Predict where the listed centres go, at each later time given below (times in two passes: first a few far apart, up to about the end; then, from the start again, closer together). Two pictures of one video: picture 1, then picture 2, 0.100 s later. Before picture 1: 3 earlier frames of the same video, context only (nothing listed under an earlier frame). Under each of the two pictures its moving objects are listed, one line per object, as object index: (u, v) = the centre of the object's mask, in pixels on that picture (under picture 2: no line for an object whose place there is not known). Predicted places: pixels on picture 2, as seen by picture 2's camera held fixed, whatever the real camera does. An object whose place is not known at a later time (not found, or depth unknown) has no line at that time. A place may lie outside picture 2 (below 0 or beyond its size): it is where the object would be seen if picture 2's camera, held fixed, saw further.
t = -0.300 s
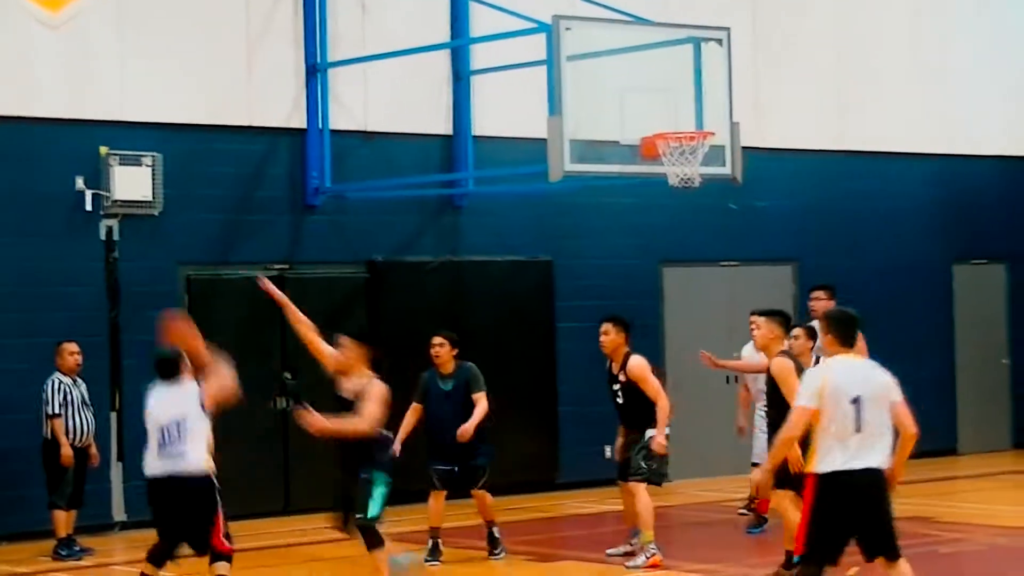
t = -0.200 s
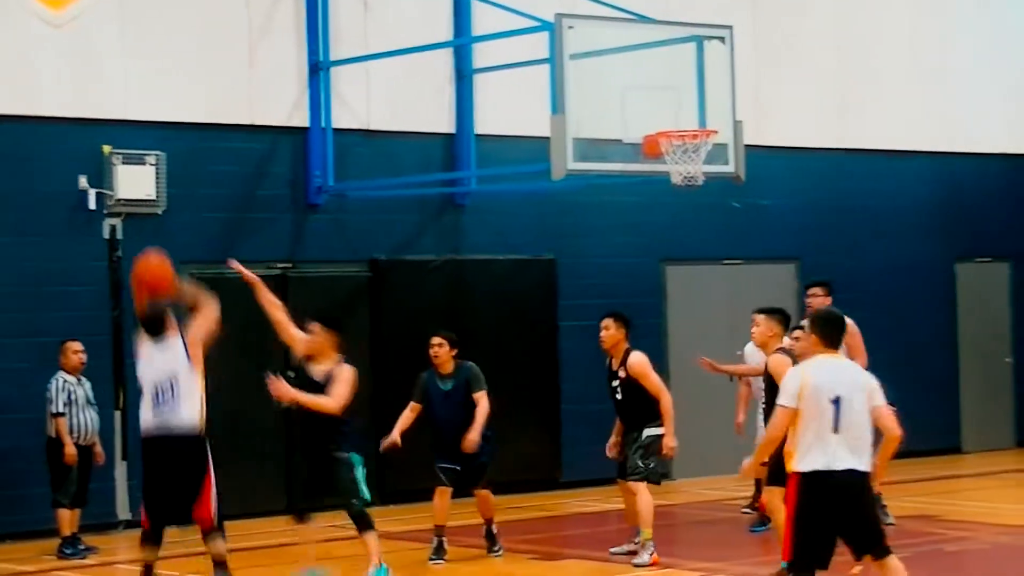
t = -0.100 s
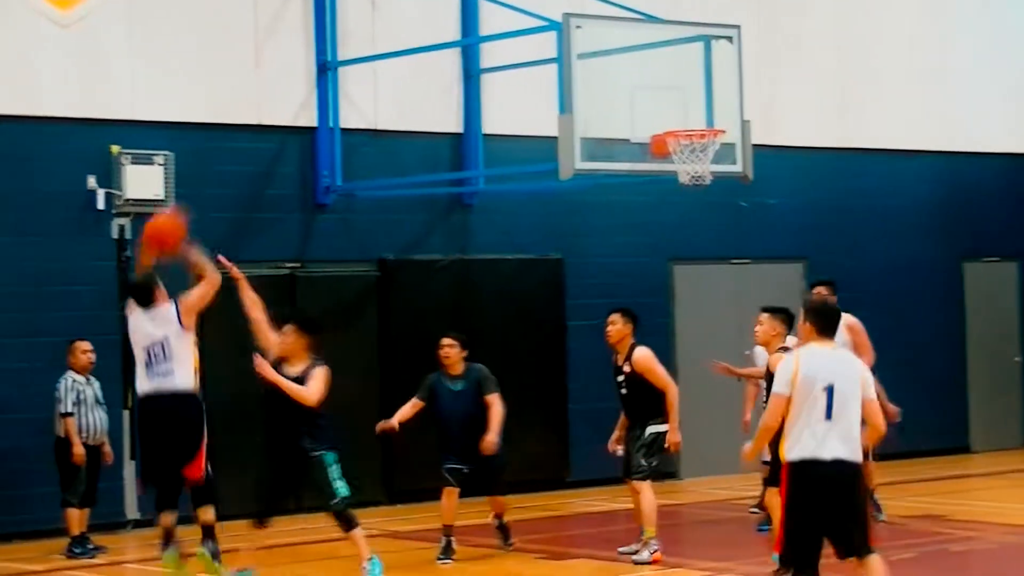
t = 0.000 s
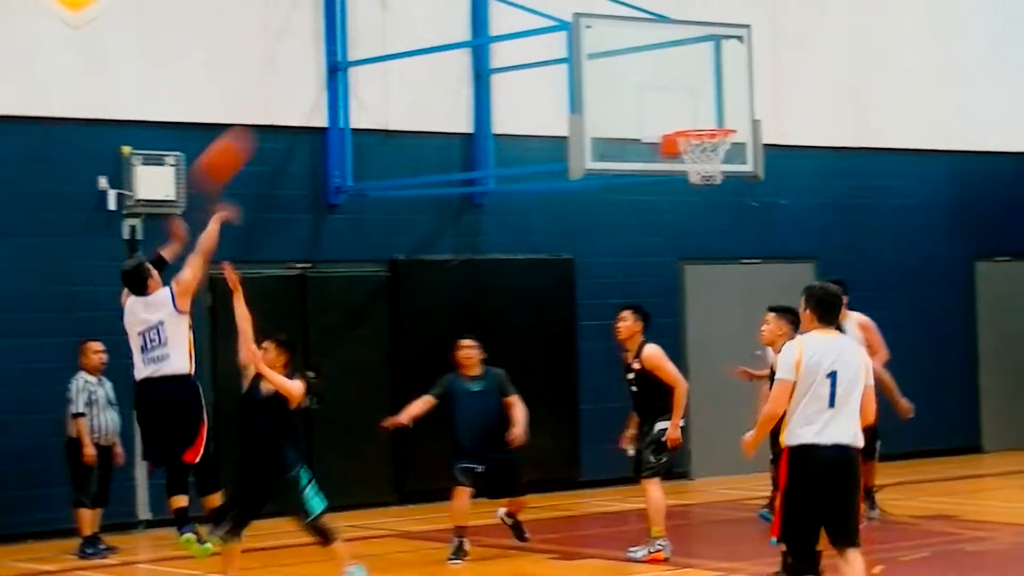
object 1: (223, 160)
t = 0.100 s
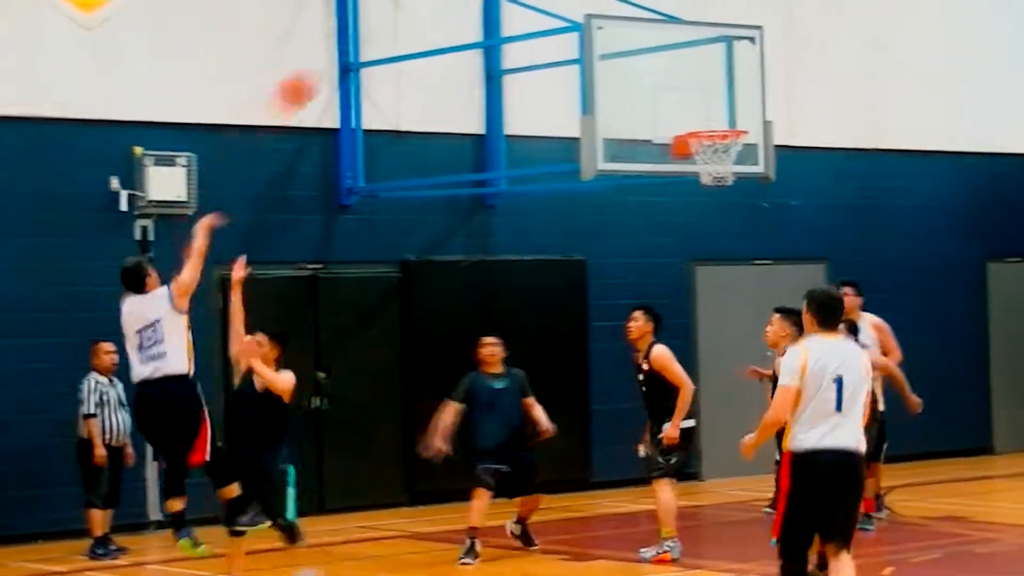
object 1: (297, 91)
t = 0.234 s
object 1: (375, 27)
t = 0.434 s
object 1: (481, -17)
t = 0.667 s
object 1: (591, 7)
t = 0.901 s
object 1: (690, 99)
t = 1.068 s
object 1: (749, 76)
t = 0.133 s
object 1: (317, 72)
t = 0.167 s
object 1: (336, 55)
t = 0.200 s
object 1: (354, 40)
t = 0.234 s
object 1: (375, 27)
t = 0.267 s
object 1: (394, 14)
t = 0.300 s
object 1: (411, 4)
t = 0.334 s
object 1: (429, -3)
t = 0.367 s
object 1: (447, -9)
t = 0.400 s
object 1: (463, -14)
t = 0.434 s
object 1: (481, -17)
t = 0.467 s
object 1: (496, -17)
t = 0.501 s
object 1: (511, -17)
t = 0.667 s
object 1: (591, 7)
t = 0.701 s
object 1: (605, 18)
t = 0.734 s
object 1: (620, 29)
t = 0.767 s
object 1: (634, 40)
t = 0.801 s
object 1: (650, 55)
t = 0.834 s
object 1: (663, 68)
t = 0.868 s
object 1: (676, 84)
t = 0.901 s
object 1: (690, 99)
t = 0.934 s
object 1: (703, 115)
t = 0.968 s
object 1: (715, 114)
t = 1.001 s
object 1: (727, 100)
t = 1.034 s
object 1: (739, 87)
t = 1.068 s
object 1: (749, 76)
